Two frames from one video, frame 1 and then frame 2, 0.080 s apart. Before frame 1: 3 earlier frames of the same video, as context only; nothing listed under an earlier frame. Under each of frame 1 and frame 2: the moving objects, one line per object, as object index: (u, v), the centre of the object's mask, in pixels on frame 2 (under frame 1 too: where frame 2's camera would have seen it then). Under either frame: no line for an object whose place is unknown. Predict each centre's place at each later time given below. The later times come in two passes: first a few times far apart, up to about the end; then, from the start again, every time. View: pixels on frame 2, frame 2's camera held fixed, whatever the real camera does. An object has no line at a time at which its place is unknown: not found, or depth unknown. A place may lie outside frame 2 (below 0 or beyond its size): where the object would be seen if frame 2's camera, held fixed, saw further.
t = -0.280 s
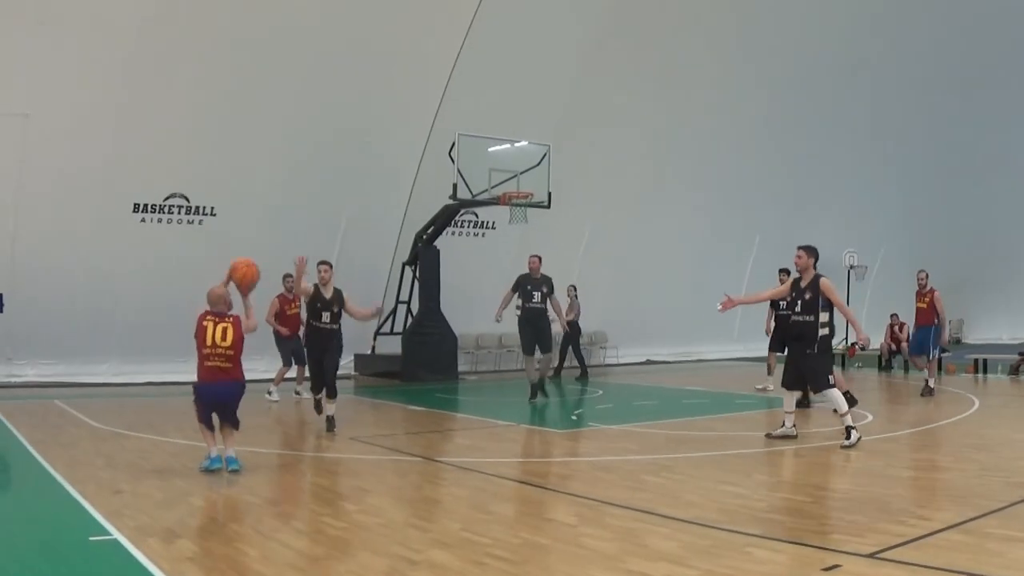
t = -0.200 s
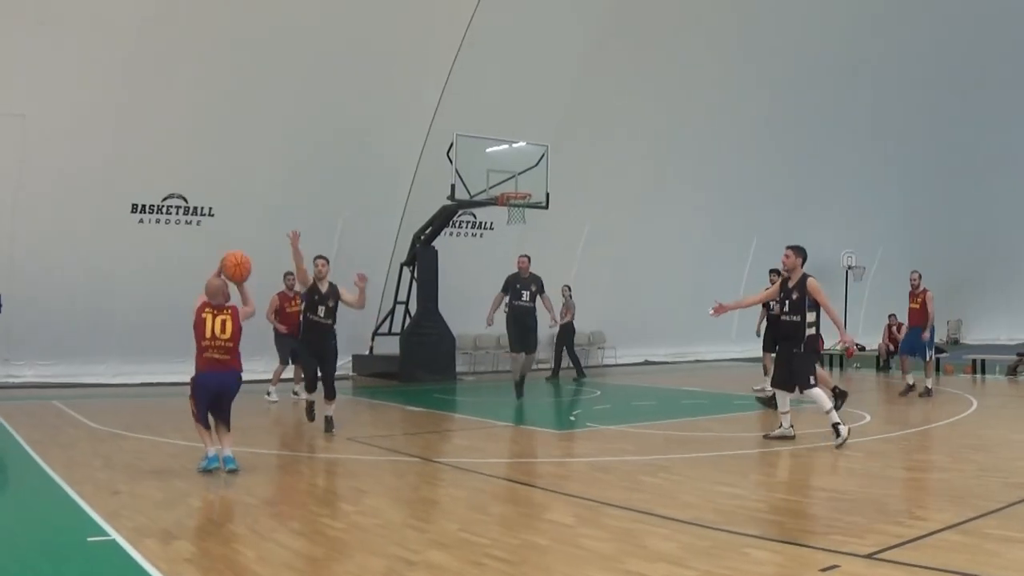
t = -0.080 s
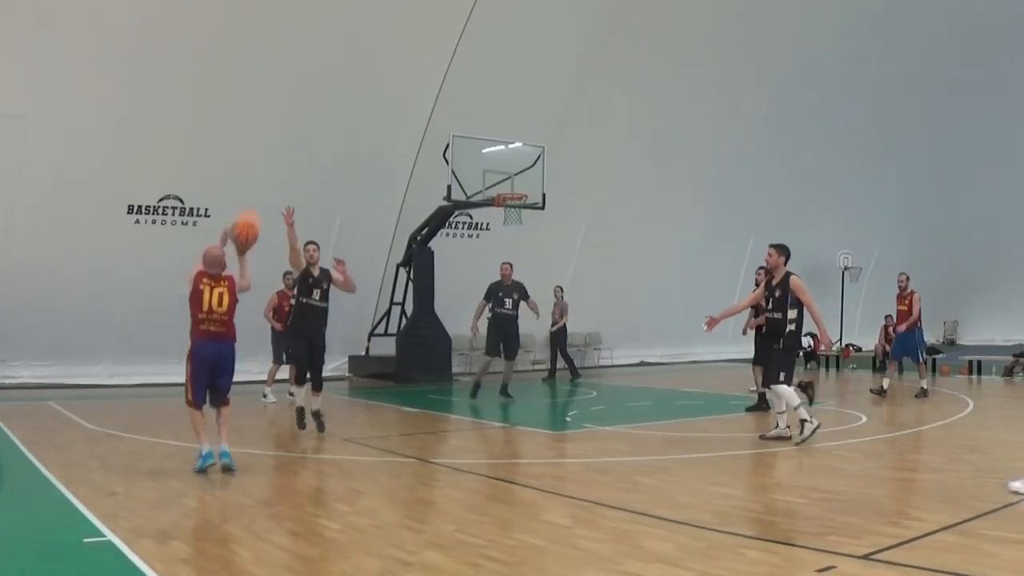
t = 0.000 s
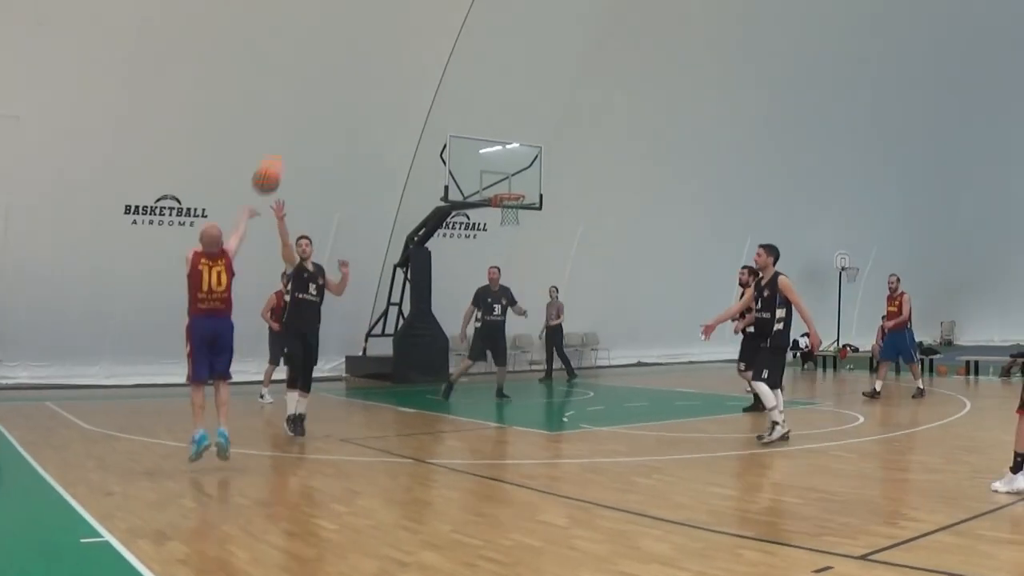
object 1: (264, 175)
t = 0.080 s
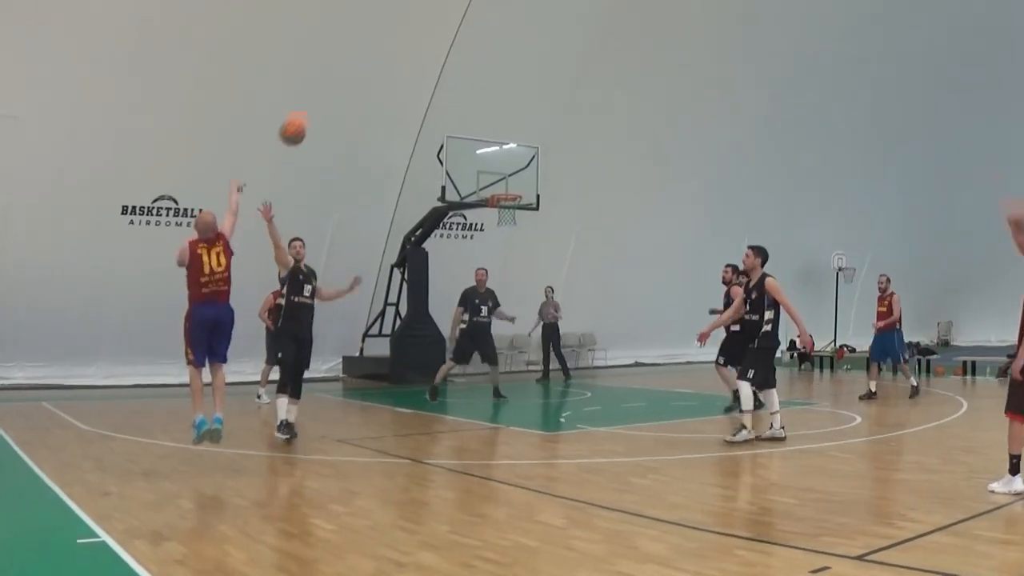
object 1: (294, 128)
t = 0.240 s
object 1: (345, 68)
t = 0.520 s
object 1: (411, 35)
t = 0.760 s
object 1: (455, 58)
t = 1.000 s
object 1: (490, 114)
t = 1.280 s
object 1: (529, 191)
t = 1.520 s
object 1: (602, 204)
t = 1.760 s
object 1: (682, 261)
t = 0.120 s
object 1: (308, 110)
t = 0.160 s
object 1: (320, 94)
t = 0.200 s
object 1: (333, 80)
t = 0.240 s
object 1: (345, 68)
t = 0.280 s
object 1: (356, 58)
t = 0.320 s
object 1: (368, 52)
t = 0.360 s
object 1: (378, 45)
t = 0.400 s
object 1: (386, 41)
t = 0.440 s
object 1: (395, 37)
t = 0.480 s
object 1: (402, 36)
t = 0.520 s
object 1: (411, 35)
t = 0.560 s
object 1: (419, 36)
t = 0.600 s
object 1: (427, 38)
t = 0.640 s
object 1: (433, 41)
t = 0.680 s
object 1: (442, 46)
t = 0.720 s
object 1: (448, 51)
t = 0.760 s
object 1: (455, 58)
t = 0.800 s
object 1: (461, 65)
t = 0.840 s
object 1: (468, 74)
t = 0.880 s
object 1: (473, 83)
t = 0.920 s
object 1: (479, 92)
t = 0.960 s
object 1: (484, 103)
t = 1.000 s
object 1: (490, 114)
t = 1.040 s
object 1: (494, 126)
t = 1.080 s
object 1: (500, 138)
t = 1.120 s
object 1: (504, 152)
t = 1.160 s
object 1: (508, 166)
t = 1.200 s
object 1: (513, 180)
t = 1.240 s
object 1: (518, 192)
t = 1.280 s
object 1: (529, 191)
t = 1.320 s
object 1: (541, 191)
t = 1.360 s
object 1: (553, 191)
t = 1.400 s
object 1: (564, 192)
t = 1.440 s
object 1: (577, 195)
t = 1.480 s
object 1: (589, 199)
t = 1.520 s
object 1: (602, 204)
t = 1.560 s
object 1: (615, 211)
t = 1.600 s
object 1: (628, 218)
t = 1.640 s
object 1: (641, 227)
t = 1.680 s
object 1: (655, 237)
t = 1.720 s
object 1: (669, 248)
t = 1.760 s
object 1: (682, 261)
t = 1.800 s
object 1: (695, 275)
